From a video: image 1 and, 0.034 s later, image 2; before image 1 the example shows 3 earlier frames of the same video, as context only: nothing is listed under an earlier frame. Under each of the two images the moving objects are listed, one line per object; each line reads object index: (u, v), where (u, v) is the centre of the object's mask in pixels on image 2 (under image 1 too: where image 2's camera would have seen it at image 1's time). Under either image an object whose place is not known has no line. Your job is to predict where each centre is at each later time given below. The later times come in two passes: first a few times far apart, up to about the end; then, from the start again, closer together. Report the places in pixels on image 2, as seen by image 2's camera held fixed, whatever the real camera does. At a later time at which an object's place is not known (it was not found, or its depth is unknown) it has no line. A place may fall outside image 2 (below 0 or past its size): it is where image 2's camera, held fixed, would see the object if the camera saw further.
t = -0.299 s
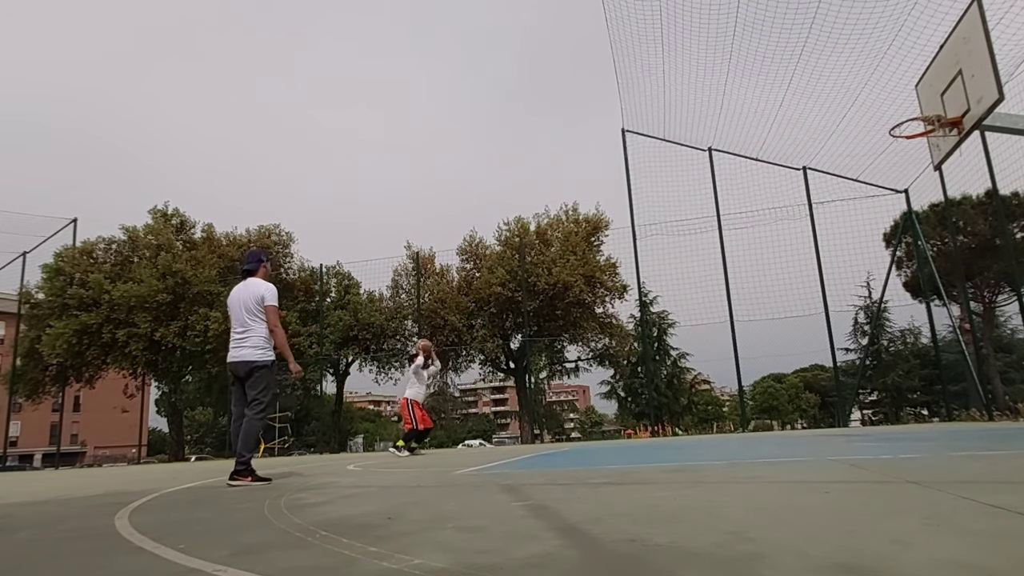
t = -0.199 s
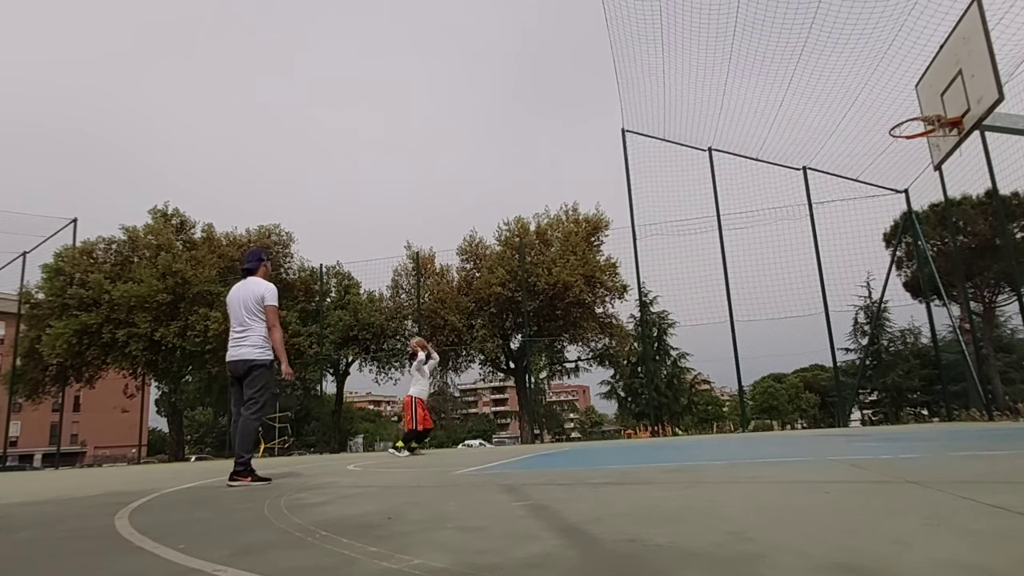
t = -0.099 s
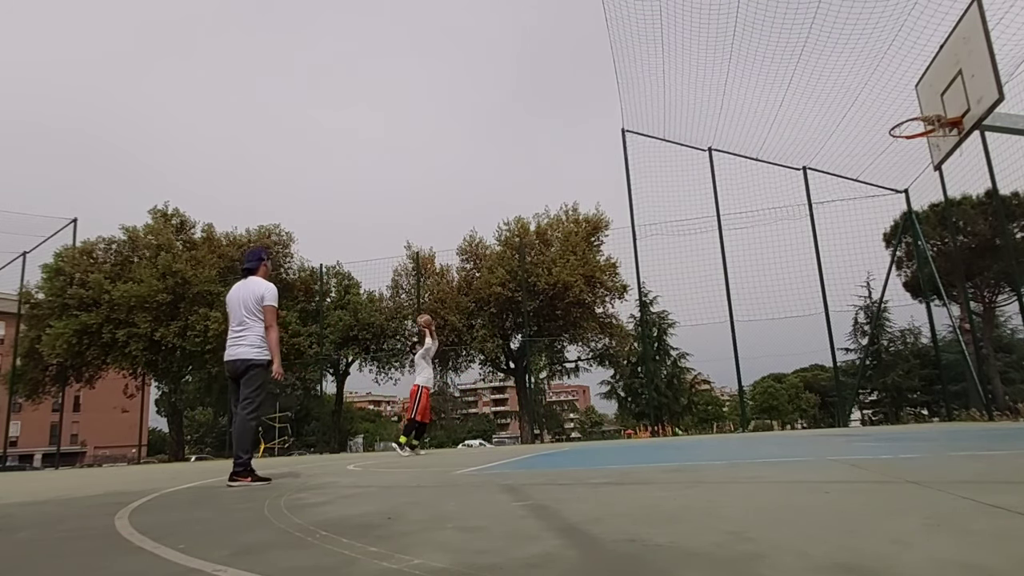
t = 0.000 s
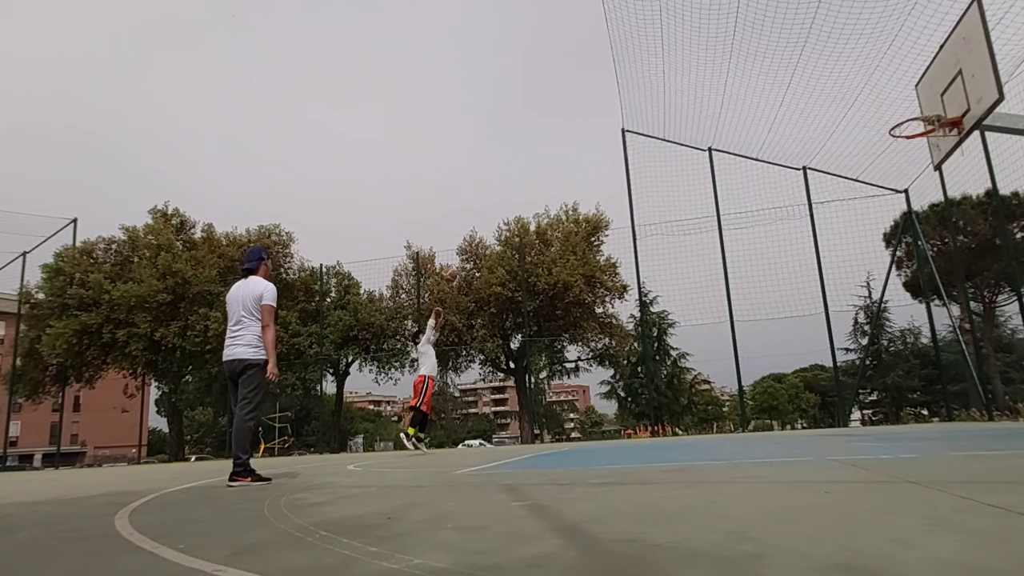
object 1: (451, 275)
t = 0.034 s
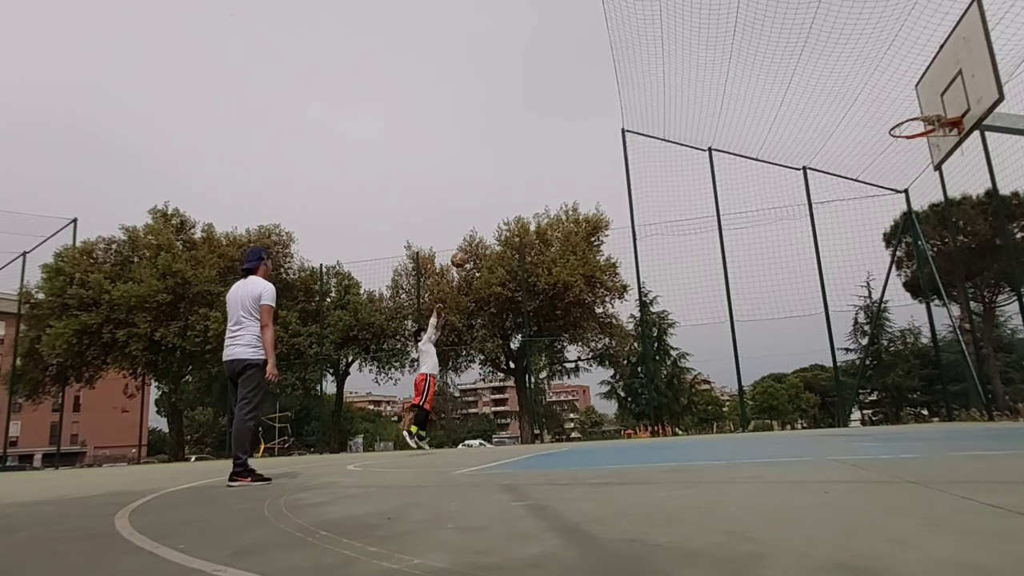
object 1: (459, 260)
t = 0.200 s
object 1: (507, 194)
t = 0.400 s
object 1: (573, 133)
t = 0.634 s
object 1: (660, 91)
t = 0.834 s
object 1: (747, 82)
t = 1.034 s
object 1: (853, 103)
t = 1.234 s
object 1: (990, 169)
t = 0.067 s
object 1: (468, 245)
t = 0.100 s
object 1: (477, 232)
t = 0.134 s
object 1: (487, 219)
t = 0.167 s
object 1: (497, 206)
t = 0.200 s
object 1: (507, 194)
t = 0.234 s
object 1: (518, 182)
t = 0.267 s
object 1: (528, 171)
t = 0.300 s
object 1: (539, 161)
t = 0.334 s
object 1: (550, 151)
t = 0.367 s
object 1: (561, 142)
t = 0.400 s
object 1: (573, 133)
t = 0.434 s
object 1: (584, 125)
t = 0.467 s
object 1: (596, 118)
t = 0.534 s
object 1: (621, 106)
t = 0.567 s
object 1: (633, 100)
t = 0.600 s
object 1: (647, 95)
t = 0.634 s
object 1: (660, 91)
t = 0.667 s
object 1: (673, 88)
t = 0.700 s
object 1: (687, 85)
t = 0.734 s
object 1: (702, 83)
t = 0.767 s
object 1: (716, 82)
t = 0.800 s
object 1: (731, 82)
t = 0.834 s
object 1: (747, 82)
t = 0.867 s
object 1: (763, 83)
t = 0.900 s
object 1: (780, 85)
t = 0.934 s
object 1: (797, 88)
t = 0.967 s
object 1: (815, 92)
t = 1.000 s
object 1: (834, 97)
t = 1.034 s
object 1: (853, 103)
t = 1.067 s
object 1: (874, 111)
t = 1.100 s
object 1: (895, 120)
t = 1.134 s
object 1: (917, 131)
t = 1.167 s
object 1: (941, 141)
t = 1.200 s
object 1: (965, 154)
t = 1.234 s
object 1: (990, 169)
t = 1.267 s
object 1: (1013, 185)
